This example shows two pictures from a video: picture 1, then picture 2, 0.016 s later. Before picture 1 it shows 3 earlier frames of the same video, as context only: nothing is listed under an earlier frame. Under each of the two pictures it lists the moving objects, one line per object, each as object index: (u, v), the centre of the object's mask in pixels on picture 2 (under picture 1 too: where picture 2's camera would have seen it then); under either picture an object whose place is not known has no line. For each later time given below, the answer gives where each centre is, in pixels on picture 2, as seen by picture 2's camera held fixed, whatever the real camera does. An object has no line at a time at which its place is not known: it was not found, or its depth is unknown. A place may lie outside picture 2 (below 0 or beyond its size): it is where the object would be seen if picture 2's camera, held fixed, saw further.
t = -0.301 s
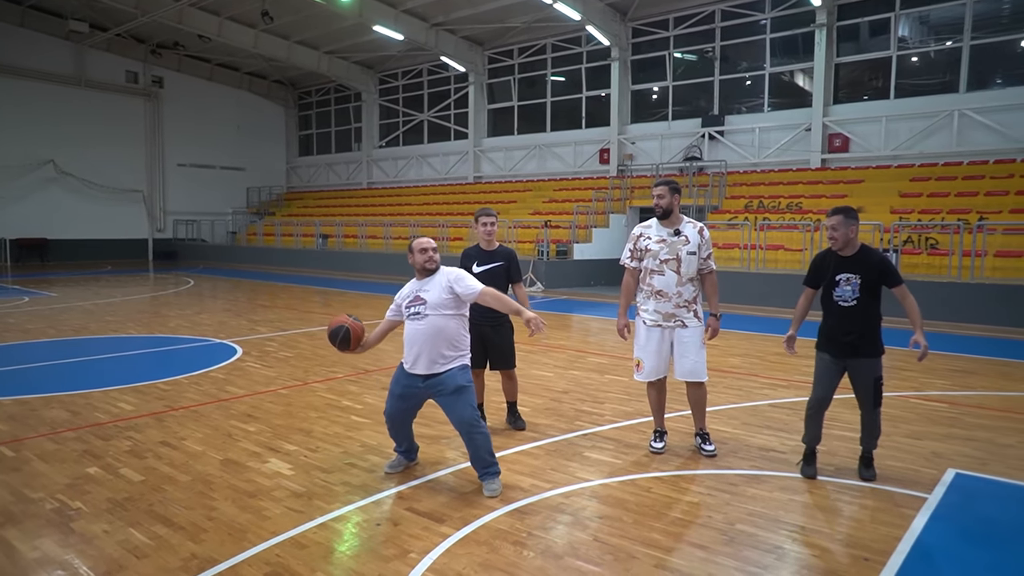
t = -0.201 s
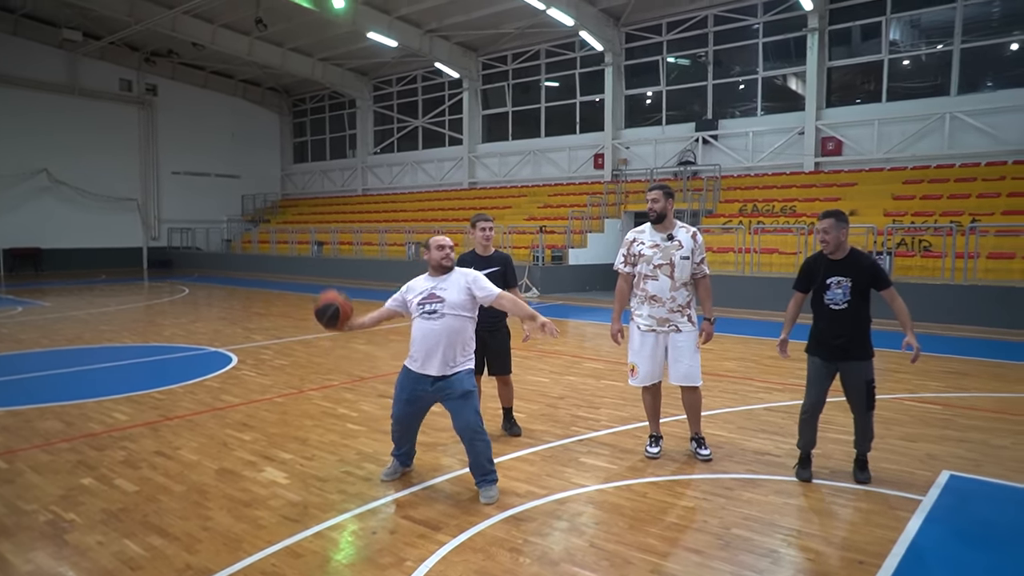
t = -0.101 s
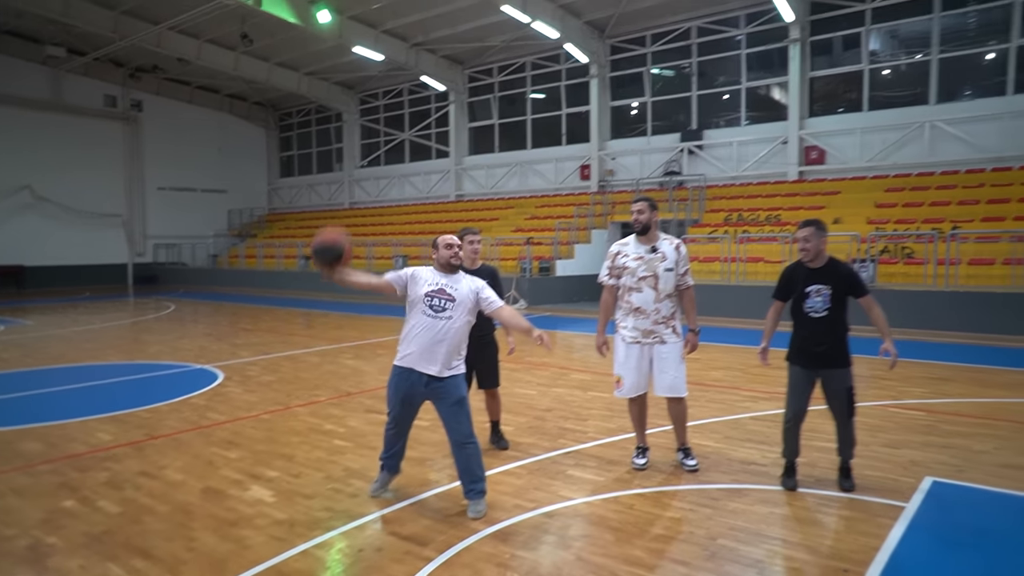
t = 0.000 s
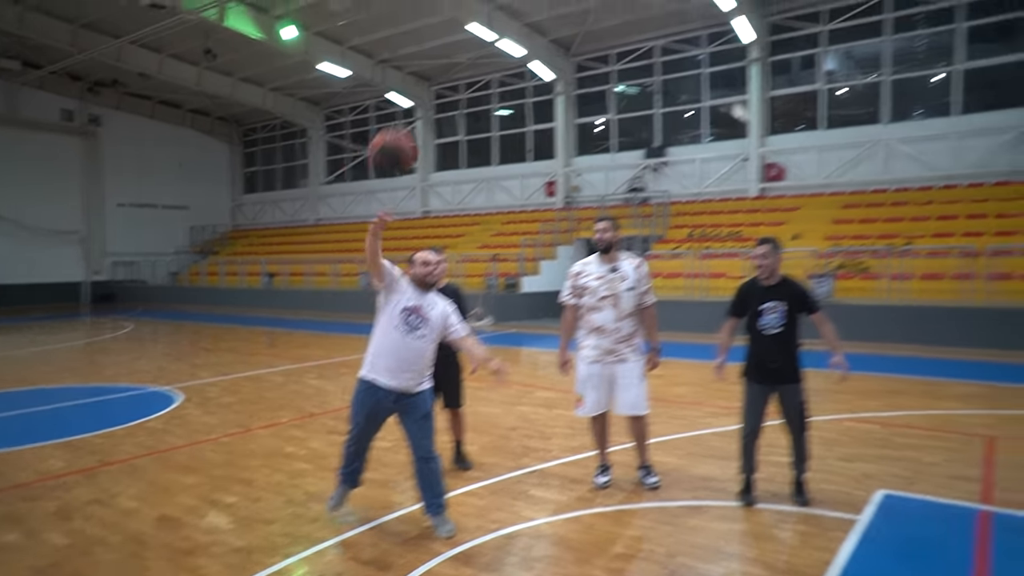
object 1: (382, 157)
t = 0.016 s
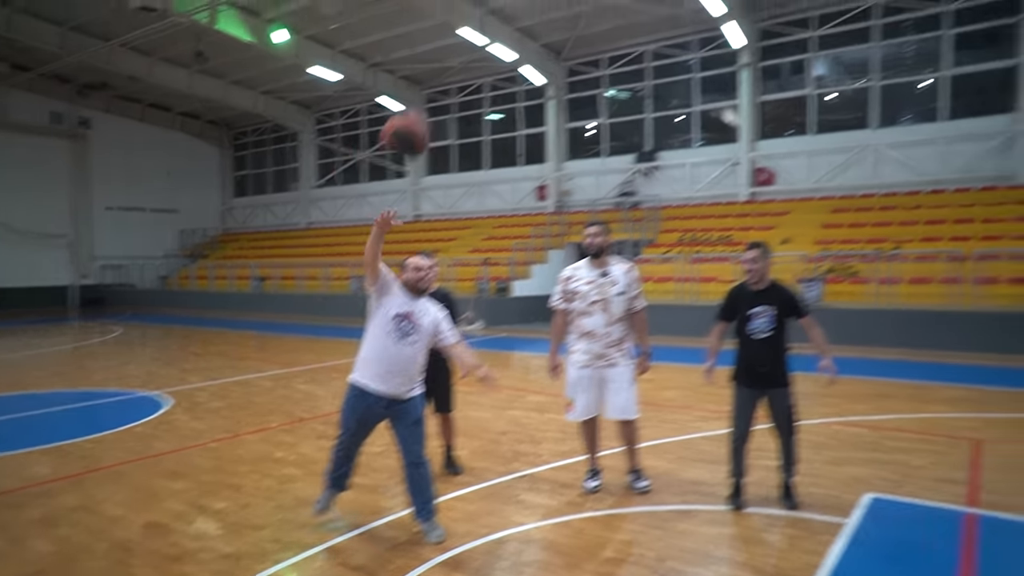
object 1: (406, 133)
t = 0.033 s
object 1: (430, 115)
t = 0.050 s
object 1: (450, 95)
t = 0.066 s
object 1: (474, 75)
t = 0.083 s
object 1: (498, 62)
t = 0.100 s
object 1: (523, 37)
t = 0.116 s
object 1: (549, 17)
